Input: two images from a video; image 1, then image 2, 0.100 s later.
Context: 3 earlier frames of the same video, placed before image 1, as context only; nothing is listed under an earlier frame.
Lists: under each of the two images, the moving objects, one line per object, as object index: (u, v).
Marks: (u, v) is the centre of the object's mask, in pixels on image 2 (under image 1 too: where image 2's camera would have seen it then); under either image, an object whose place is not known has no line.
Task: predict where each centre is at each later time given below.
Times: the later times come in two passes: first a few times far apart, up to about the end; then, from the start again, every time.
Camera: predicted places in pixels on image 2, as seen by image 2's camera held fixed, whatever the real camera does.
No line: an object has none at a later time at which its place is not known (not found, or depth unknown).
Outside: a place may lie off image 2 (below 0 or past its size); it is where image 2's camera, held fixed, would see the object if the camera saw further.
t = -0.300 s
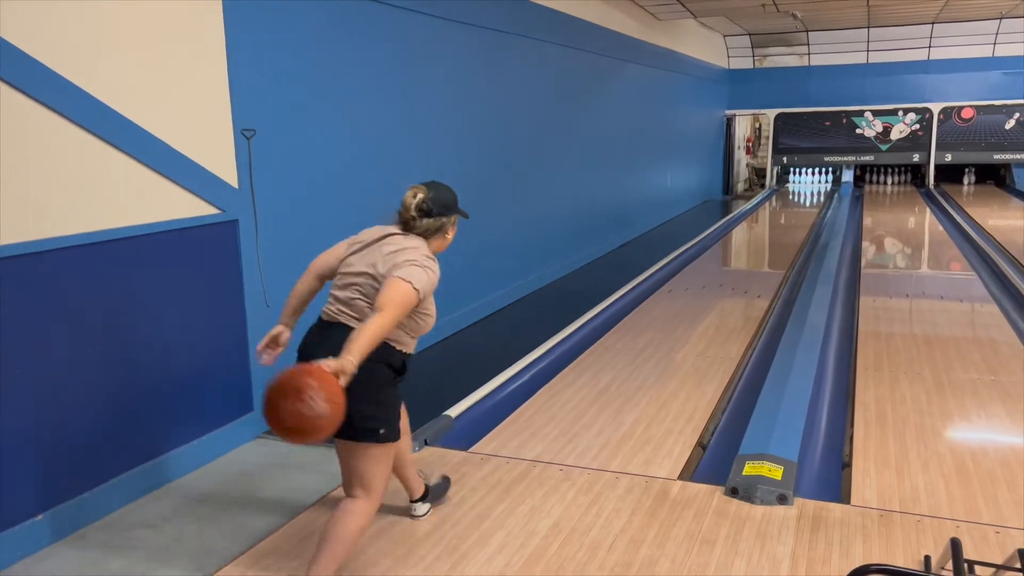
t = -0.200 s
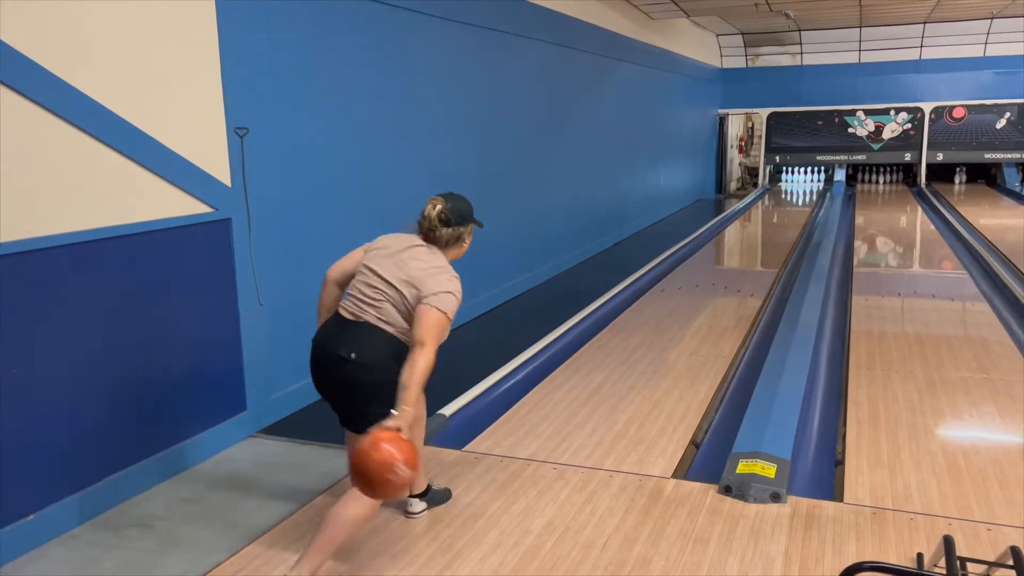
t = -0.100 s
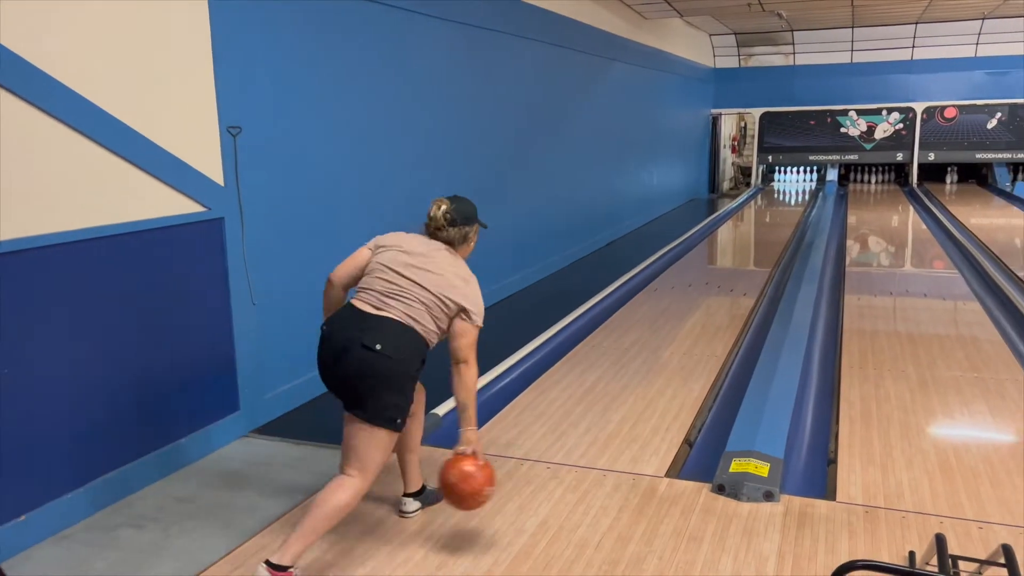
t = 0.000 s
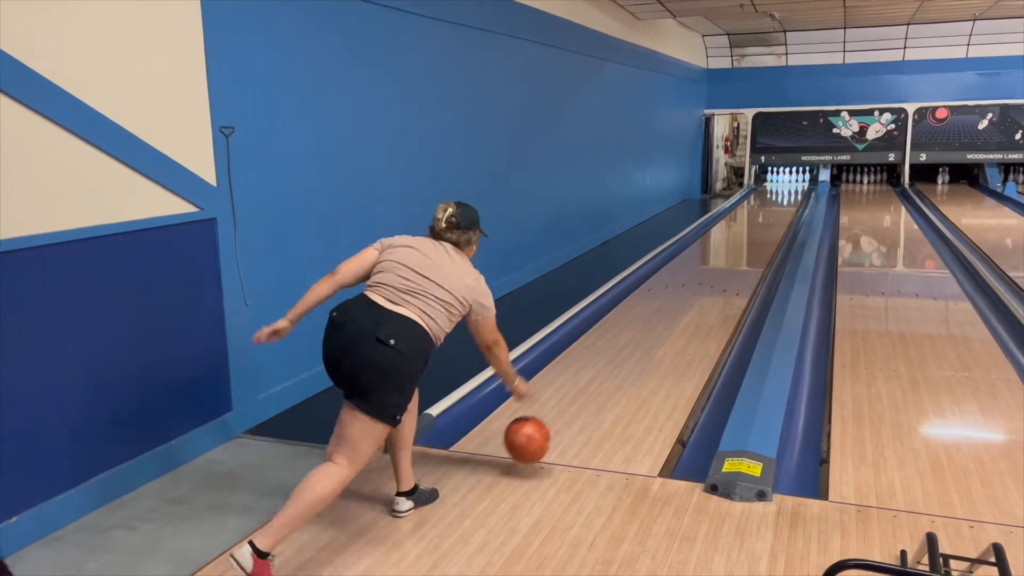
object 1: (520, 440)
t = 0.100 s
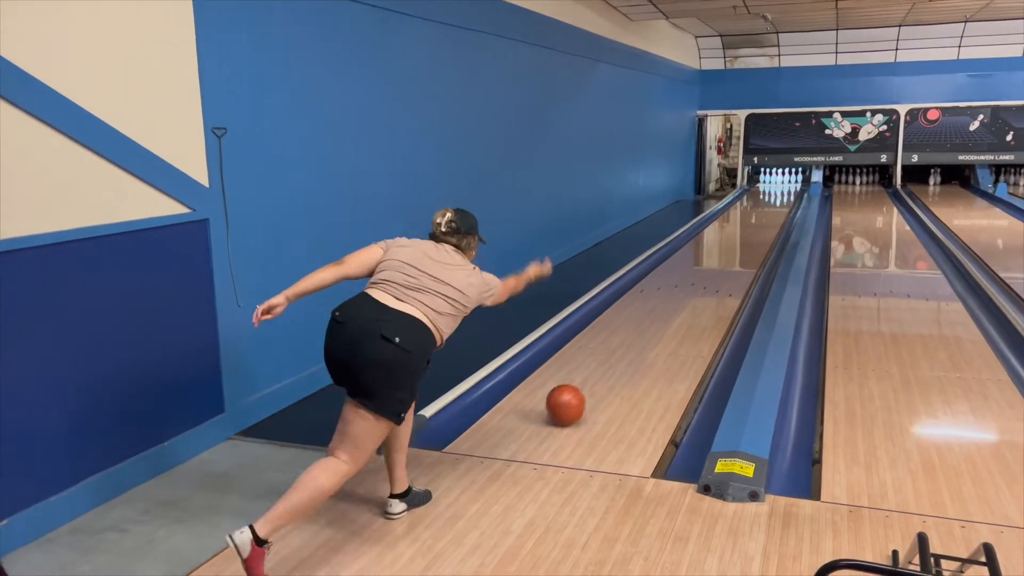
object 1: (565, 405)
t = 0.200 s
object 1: (598, 369)
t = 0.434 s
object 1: (649, 311)
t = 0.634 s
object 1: (674, 281)
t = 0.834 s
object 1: (694, 258)
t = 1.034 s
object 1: (709, 242)
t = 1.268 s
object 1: (722, 228)
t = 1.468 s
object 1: (731, 217)
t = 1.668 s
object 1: (738, 209)
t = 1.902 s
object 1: (744, 201)
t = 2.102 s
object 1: (749, 196)
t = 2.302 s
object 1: (753, 191)
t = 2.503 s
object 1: (755, 187)
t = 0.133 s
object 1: (577, 390)
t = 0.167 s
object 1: (588, 378)
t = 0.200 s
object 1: (598, 369)
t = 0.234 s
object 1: (607, 358)
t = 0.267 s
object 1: (615, 349)
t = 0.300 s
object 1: (623, 340)
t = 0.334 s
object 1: (631, 332)
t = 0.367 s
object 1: (637, 325)
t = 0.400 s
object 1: (643, 317)
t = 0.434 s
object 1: (649, 311)
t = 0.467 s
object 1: (654, 304)
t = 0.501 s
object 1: (657, 301)
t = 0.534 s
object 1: (661, 296)
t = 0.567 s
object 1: (666, 291)
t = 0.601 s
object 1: (670, 286)
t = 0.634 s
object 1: (674, 281)
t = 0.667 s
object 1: (678, 277)
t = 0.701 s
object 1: (682, 273)
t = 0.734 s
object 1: (685, 269)
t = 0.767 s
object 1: (688, 265)
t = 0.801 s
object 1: (691, 261)
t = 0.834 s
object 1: (694, 258)
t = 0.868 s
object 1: (697, 255)
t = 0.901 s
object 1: (699, 253)
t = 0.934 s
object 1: (702, 250)
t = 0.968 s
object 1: (704, 247)
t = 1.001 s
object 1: (706, 245)
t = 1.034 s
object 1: (709, 242)
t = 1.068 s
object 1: (711, 240)
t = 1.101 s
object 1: (713, 237)
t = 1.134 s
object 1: (715, 235)
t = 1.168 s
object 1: (717, 233)
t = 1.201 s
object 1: (718, 231)
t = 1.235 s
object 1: (720, 229)
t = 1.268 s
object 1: (722, 228)
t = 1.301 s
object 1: (723, 225)
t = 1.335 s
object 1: (725, 223)
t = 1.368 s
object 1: (726, 222)
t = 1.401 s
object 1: (728, 220)
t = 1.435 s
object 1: (729, 218)
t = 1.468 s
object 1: (731, 217)
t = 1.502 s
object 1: (732, 215)
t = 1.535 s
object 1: (733, 214)
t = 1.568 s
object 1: (734, 212)
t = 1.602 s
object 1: (735, 211)
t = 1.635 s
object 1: (736, 210)
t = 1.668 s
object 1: (738, 209)
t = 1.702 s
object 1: (739, 207)
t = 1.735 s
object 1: (740, 206)
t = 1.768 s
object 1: (741, 205)
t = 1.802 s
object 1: (742, 204)
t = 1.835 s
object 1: (743, 203)
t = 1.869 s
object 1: (744, 202)
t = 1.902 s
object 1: (744, 201)
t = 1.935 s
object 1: (746, 200)
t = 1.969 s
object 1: (747, 199)
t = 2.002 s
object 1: (747, 198)
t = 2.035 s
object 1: (747, 198)
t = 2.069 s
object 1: (749, 197)
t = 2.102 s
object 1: (749, 196)
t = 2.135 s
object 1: (750, 195)
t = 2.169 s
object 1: (751, 194)
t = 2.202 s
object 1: (751, 193)
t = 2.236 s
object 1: (752, 193)
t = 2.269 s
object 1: (752, 192)
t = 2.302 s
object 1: (753, 191)
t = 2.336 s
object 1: (753, 190)
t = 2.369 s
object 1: (753, 190)
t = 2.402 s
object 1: (754, 188)
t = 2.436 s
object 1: (755, 188)
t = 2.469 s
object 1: (755, 188)
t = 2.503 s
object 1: (755, 187)
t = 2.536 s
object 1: (756, 187)
